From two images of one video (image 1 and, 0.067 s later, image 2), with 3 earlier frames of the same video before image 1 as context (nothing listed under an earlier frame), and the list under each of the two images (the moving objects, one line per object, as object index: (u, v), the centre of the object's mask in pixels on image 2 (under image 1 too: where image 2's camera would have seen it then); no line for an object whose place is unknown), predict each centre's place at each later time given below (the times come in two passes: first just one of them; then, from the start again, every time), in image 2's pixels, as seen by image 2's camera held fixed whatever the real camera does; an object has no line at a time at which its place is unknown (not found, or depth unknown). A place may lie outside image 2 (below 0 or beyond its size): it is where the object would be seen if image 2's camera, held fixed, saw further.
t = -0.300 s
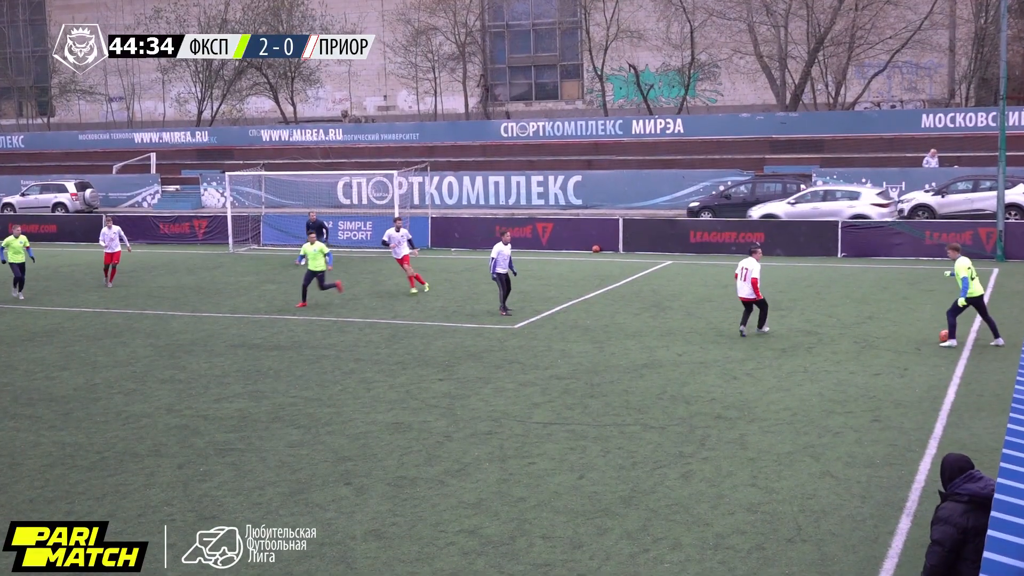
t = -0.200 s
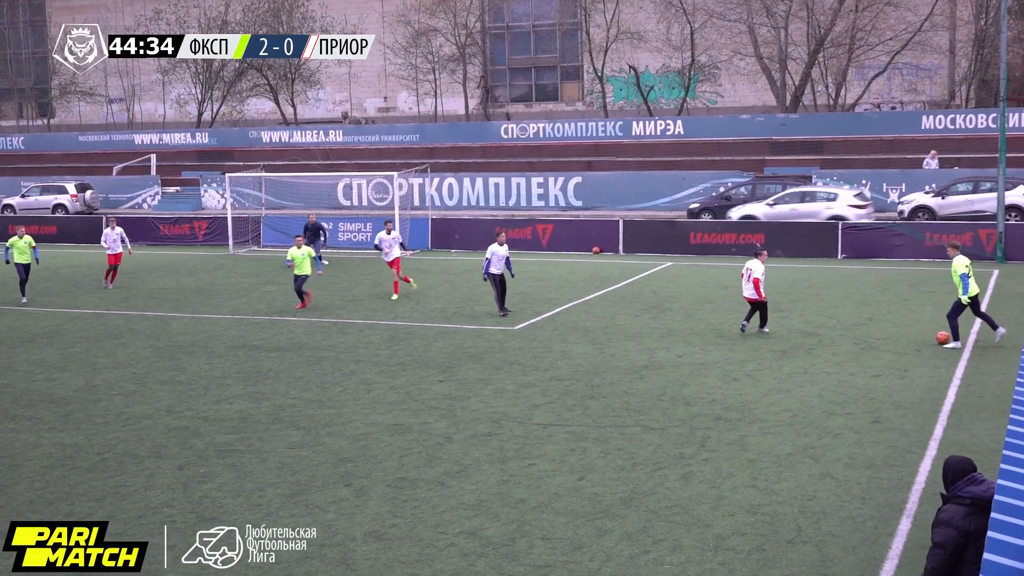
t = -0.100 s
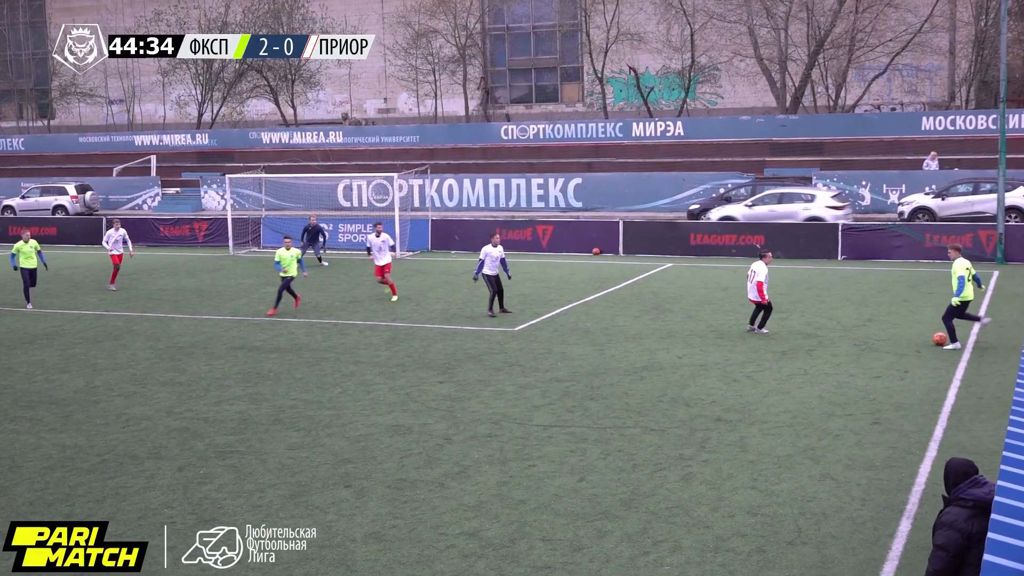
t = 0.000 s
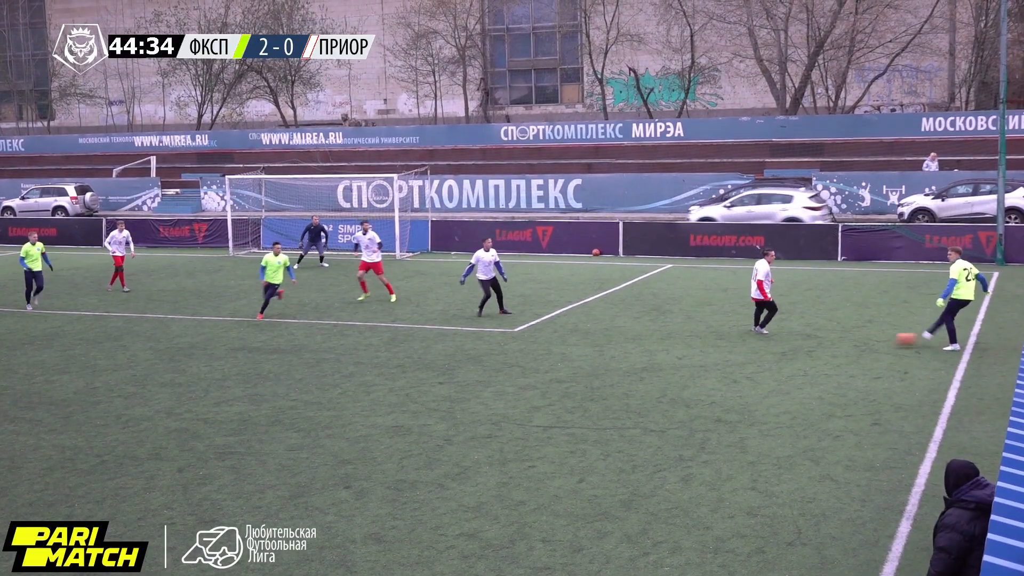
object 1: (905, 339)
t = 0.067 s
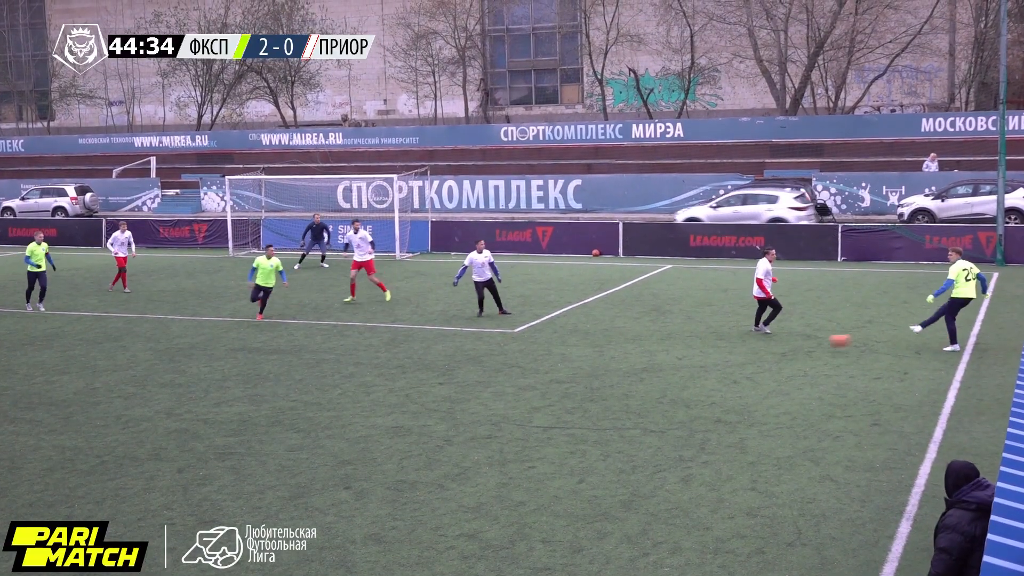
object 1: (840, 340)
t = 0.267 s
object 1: (643, 358)
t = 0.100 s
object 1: (807, 342)
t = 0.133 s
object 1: (773, 344)
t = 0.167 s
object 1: (740, 348)
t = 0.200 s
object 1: (706, 353)
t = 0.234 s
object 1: (674, 357)
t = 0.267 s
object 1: (643, 358)
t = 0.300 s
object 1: (613, 358)
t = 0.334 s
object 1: (583, 360)
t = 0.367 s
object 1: (553, 362)
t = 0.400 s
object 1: (523, 366)
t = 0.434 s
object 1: (494, 369)
